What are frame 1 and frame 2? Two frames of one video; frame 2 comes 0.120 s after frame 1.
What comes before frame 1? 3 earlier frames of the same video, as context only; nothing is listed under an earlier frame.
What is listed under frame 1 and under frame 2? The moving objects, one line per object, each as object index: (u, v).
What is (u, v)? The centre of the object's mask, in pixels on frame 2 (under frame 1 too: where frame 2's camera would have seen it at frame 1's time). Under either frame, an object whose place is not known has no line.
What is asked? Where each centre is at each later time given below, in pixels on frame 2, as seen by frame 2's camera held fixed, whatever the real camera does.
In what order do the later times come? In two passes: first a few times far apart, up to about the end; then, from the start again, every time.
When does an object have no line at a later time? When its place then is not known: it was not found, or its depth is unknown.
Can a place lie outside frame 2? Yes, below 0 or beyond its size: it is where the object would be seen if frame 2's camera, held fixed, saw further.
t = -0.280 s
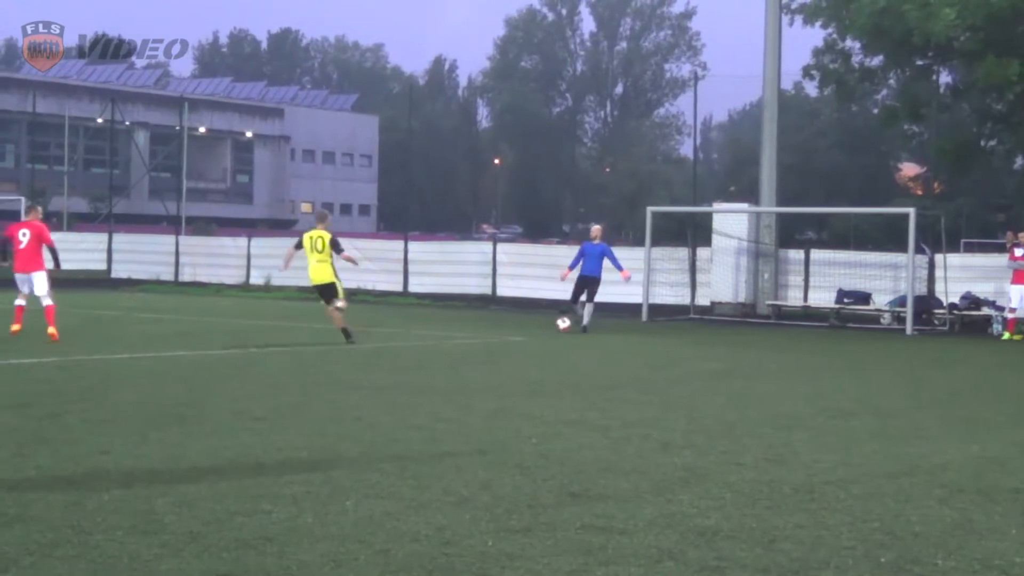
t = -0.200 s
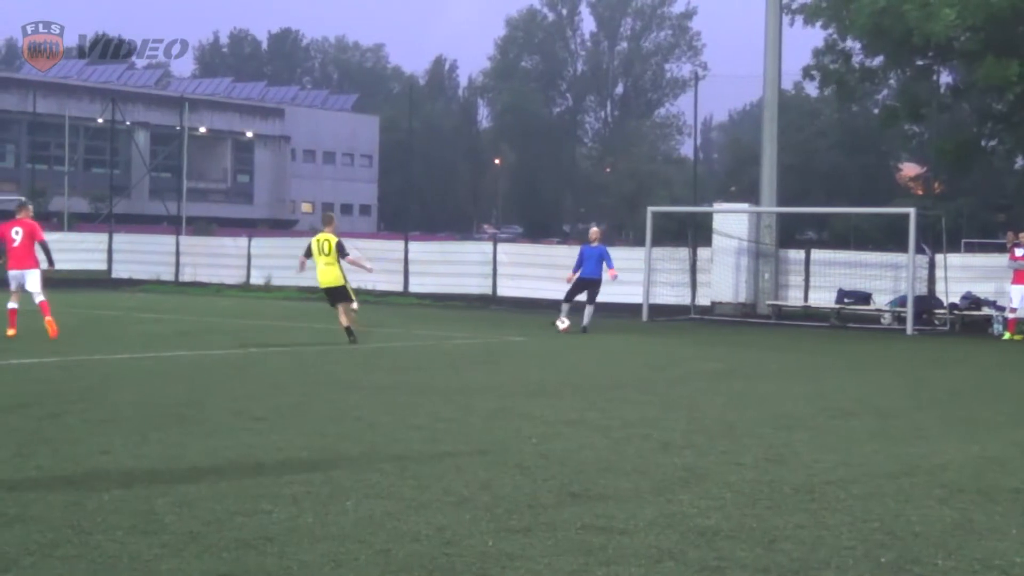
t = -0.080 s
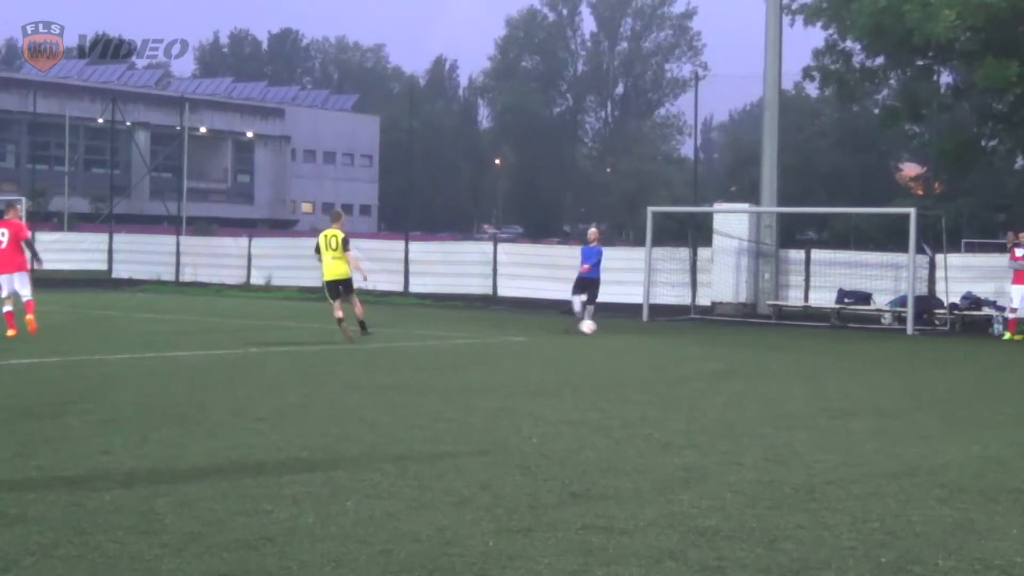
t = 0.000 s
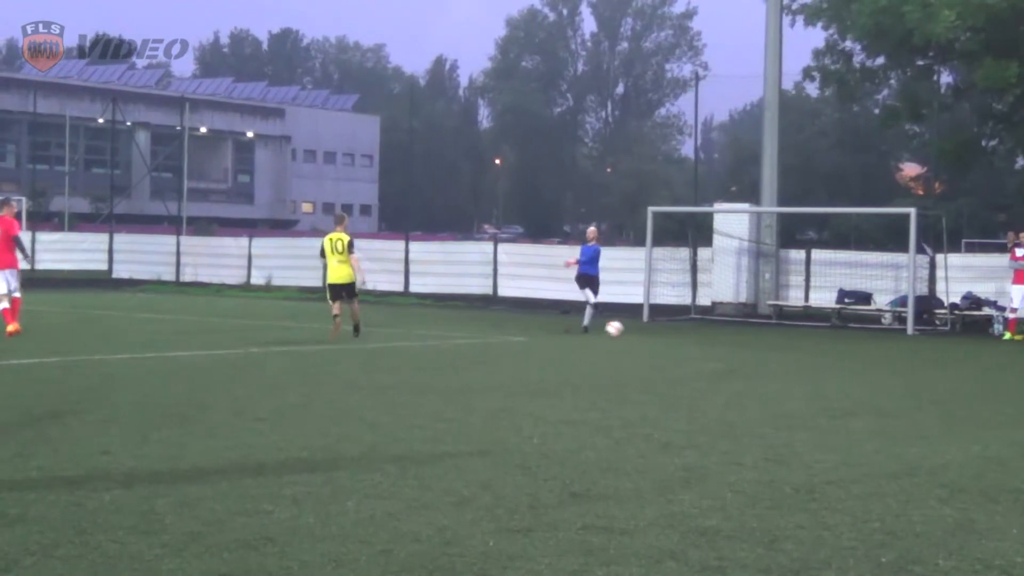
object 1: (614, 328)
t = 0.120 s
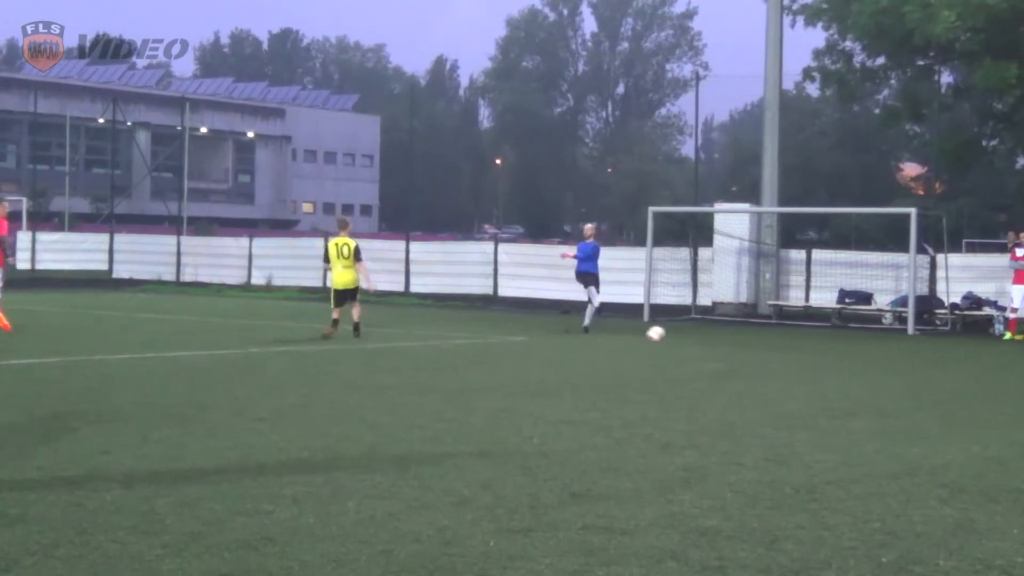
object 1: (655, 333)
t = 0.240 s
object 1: (697, 336)
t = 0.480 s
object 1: (783, 349)
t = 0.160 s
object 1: (670, 333)
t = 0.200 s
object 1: (684, 334)
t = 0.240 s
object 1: (697, 336)
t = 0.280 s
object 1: (712, 340)
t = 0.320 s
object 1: (727, 342)
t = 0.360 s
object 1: (740, 342)
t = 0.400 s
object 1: (754, 343)
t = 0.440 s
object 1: (768, 345)
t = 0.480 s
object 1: (783, 349)
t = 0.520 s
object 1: (795, 347)
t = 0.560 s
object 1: (807, 348)
